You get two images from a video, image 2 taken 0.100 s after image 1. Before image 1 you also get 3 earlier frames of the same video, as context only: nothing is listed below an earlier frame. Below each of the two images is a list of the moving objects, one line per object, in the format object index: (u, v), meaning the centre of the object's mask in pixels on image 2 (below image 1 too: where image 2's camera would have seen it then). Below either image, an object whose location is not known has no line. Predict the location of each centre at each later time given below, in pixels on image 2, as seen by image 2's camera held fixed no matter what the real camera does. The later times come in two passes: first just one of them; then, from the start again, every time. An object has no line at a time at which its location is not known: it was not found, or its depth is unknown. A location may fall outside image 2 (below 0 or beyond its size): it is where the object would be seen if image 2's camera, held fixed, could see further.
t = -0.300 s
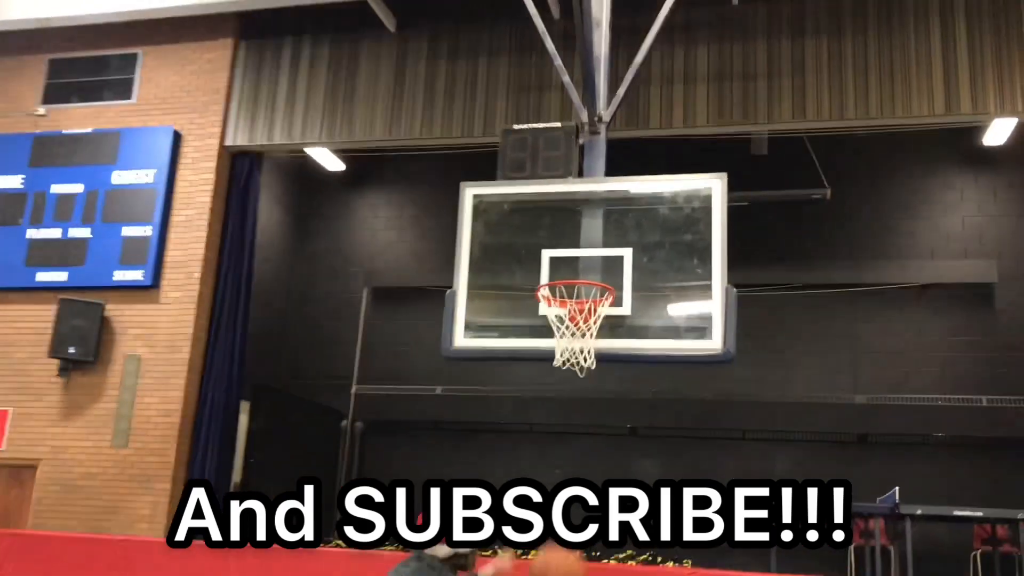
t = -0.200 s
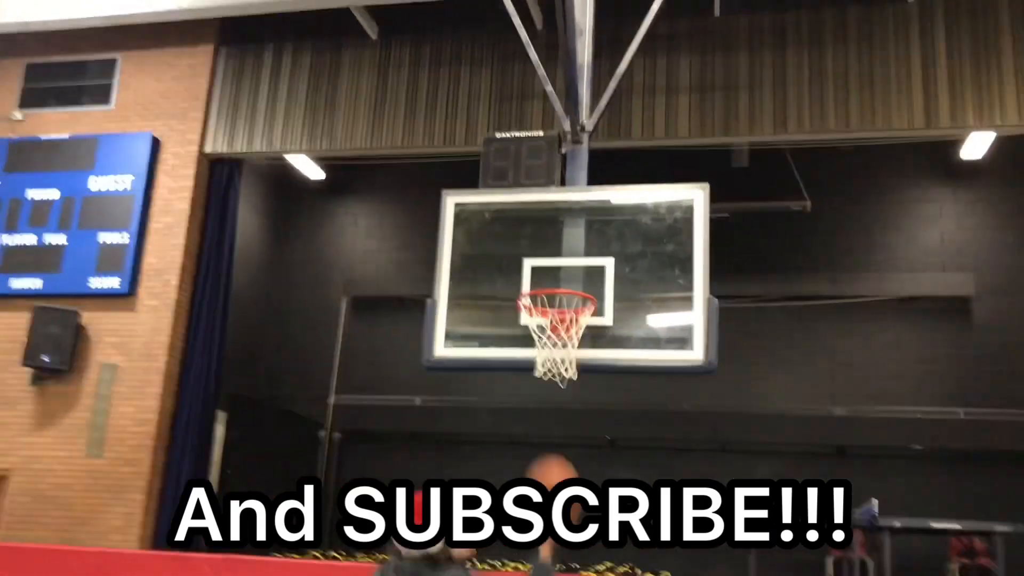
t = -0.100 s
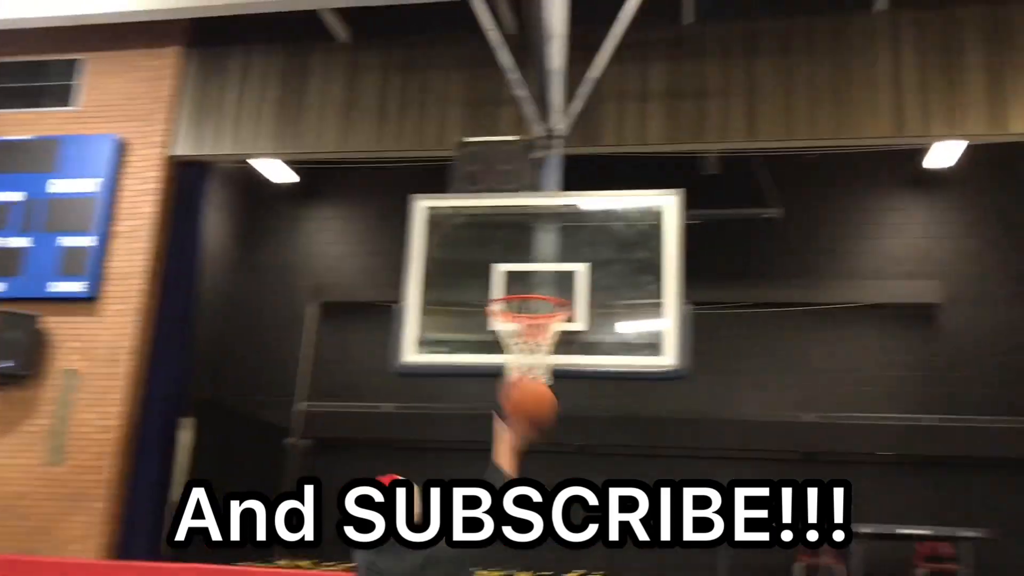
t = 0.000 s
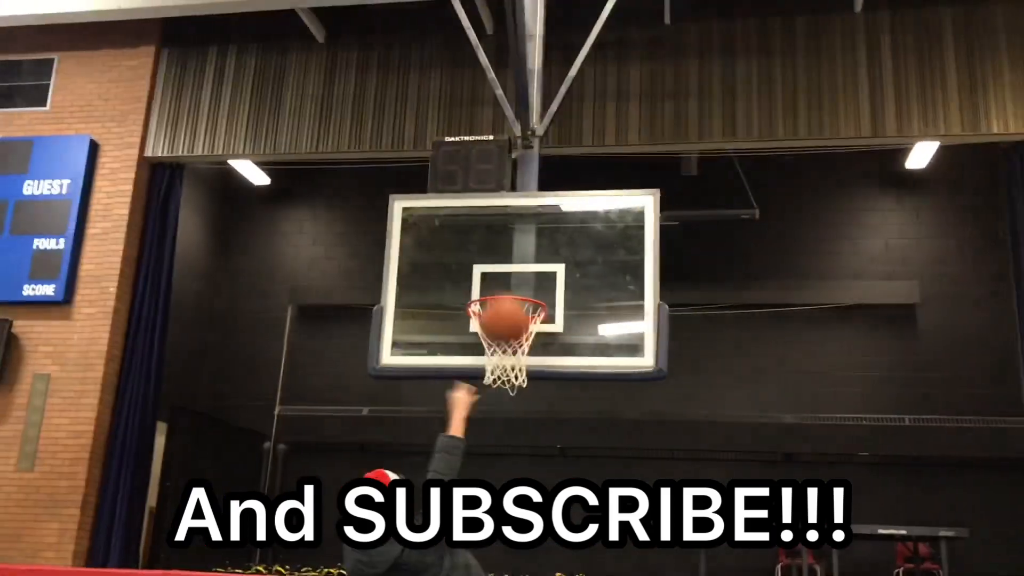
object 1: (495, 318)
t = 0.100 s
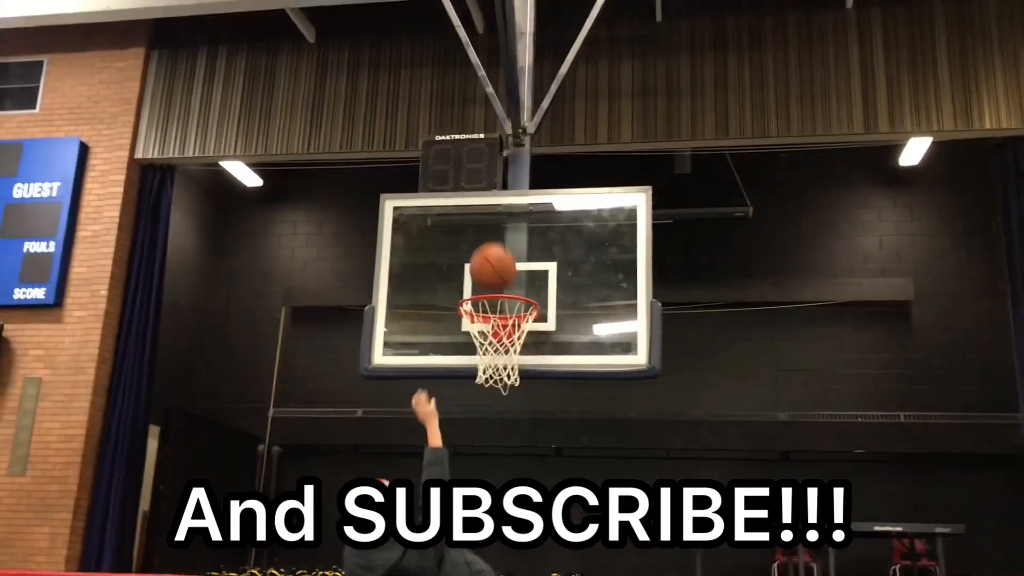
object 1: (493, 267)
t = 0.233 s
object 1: (488, 233)
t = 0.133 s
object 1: (492, 255)
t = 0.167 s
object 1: (491, 245)
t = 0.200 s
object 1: (489, 238)
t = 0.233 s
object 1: (488, 233)
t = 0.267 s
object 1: (487, 230)
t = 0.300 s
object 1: (487, 229)
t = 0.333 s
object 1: (485, 229)
